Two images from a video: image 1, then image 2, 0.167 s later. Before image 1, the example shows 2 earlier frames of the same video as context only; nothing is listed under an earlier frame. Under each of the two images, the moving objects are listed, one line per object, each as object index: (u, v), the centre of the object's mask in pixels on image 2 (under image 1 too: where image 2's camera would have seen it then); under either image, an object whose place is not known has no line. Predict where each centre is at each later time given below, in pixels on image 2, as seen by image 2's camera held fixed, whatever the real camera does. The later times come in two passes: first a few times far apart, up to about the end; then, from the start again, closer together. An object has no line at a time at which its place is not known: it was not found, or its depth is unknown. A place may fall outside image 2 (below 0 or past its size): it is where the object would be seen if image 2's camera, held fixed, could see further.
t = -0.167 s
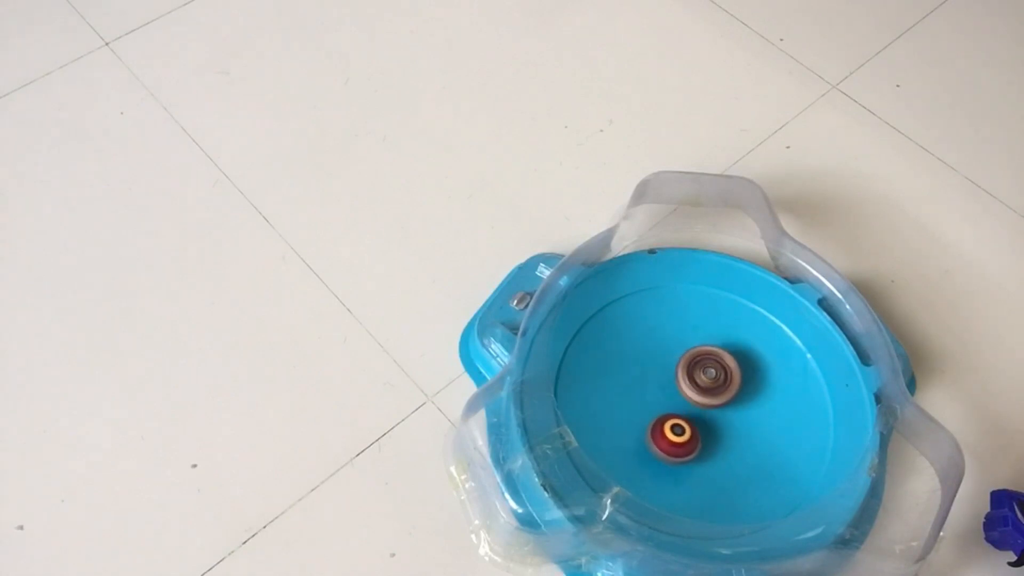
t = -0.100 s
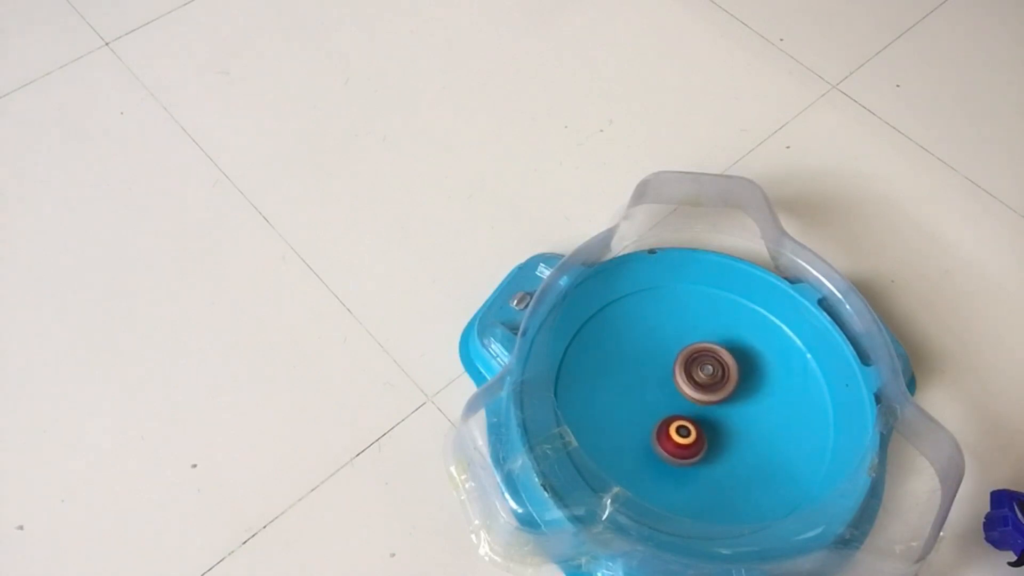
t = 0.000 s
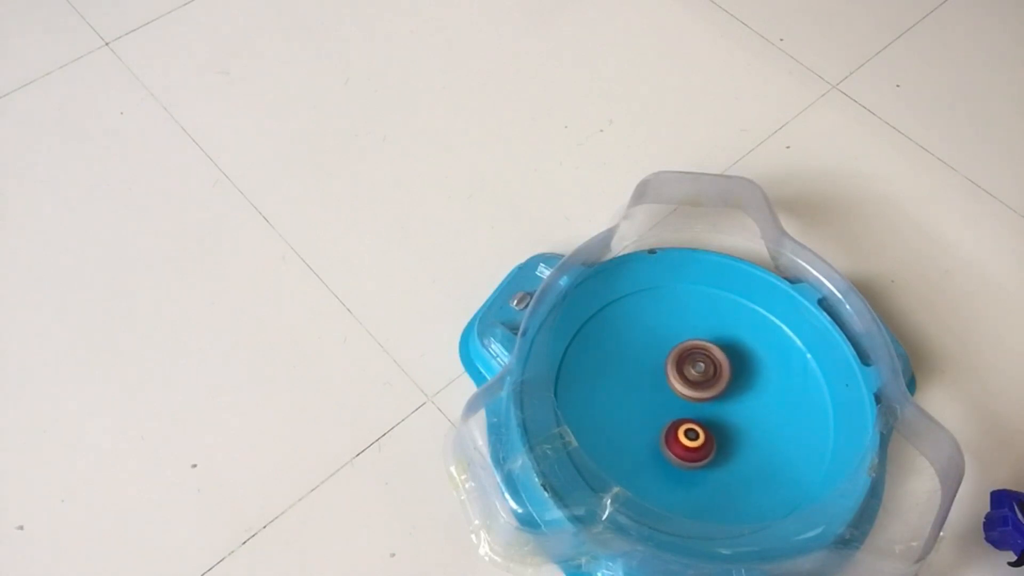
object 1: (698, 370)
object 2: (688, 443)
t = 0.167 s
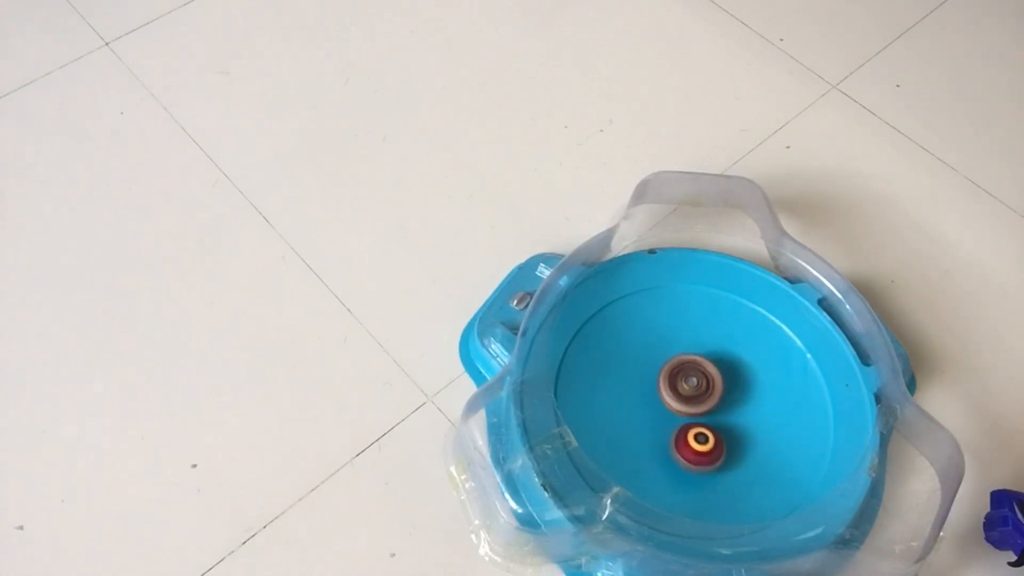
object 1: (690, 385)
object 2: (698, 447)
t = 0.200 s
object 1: (691, 387)
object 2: (700, 449)
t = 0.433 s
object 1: (700, 396)
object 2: (704, 464)
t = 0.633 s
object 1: (707, 398)
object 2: (692, 459)
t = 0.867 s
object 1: (696, 370)
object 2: (655, 468)
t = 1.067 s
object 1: (673, 371)
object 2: (642, 459)
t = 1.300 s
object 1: (673, 352)
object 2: (609, 491)
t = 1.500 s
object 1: (672, 381)
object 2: (613, 420)
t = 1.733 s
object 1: (721, 385)
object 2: (618, 386)
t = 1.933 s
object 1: (727, 376)
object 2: (661, 363)
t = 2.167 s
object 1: (730, 382)
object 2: (659, 345)
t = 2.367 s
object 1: (730, 404)
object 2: (691, 343)
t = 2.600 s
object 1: (742, 426)
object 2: (709, 354)
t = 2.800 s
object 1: (743, 434)
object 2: (711, 369)
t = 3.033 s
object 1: (730, 436)
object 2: (697, 366)
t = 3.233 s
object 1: (698, 430)
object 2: (697, 376)
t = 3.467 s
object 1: (661, 433)
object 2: (686, 381)
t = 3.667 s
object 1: (649, 436)
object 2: (673, 387)
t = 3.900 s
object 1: (648, 433)
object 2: (674, 362)
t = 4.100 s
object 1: (657, 433)
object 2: (718, 327)
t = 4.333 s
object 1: (673, 406)
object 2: (732, 367)
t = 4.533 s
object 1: (647, 390)
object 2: (794, 377)
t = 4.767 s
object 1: (652, 399)
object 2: (790, 425)
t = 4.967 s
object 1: (678, 393)
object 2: (738, 449)
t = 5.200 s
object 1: (689, 368)
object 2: (687, 428)
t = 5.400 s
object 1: (682, 358)
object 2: (667, 448)
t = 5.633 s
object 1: (686, 381)
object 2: (652, 430)
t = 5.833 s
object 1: (706, 386)
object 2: (645, 419)
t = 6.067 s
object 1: (721, 394)
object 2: (652, 404)
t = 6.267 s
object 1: (729, 398)
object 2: (641, 395)
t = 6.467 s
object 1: (719, 401)
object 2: (653, 387)
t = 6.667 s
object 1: (756, 418)
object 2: (555, 328)
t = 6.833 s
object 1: (745, 408)
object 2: (587, 333)
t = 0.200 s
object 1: (691, 387)
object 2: (700, 449)
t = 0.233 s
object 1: (691, 390)
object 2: (702, 451)
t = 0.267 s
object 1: (692, 391)
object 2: (704, 455)
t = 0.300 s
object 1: (694, 393)
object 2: (705, 457)
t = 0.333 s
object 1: (695, 395)
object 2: (705, 458)
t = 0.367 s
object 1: (697, 397)
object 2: (705, 459)
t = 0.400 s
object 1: (698, 396)
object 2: (705, 463)
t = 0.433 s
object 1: (700, 396)
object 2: (704, 464)
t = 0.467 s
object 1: (701, 397)
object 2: (703, 465)
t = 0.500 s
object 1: (703, 398)
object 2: (701, 465)
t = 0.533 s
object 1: (704, 398)
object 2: (699, 463)
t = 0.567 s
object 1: (706, 399)
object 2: (697, 462)
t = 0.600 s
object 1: (706, 399)
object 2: (694, 460)
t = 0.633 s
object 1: (707, 398)
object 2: (692, 459)
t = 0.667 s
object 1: (709, 391)
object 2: (685, 470)
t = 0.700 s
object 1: (710, 386)
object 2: (679, 478)
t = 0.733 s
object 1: (710, 381)
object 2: (673, 482)
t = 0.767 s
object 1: (709, 377)
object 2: (668, 480)
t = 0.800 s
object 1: (706, 375)
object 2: (664, 477)
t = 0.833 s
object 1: (702, 372)
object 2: (659, 473)
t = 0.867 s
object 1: (696, 370)
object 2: (655, 468)
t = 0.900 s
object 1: (691, 370)
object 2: (653, 462)
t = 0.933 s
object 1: (685, 372)
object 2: (651, 457)
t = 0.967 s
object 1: (679, 374)
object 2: (650, 450)
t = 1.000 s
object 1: (674, 377)
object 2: (650, 444)
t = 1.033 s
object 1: (670, 380)
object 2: (650, 440)
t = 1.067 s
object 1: (673, 371)
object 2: (642, 459)
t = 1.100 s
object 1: (677, 361)
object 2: (632, 485)
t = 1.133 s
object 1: (680, 354)
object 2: (623, 507)
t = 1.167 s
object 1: (681, 350)
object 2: (618, 518)
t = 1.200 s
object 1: (681, 348)
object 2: (613, 528)
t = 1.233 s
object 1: (680, 348)
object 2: (612, 517)
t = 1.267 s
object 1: (677, 350)
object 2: (609, 506)
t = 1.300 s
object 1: (673, 352)
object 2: (609, 491)
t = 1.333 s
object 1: (669, 356)
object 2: (608, 474)
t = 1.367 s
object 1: (666, 361)
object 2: (609, 463)
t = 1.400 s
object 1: (664, 367)
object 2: (612, 447)
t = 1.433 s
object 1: (663, 373)
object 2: (616, 434)
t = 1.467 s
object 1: (664, 379)
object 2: (620, 421)
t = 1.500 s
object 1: (672, 381)
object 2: (613, 420)
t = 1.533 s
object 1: (682, 382)
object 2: (604, 421)
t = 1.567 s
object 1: (691, 383)
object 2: (600, 419)
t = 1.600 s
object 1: (699, 385)
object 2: (600, 414)
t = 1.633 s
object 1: (705, 386)
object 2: (603, 407)
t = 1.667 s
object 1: (711, 385)
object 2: (607, 400)
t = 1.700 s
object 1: (717, 385)
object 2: (612, 393)
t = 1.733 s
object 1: (721, 385)
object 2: (618, 386)
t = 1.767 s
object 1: (724, 385)
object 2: (625, 381)
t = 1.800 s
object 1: (725, 383)
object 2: (632, 377)
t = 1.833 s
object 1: (726, 382)
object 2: (640, 372)
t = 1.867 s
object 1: (726, 380)
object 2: (648, 368)
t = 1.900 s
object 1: (726, 377)
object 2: (657, 366)
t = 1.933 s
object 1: (727, 376)
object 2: (661, 363)
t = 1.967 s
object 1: (734, 377)
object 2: (650, 357)
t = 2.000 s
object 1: (737, 378)
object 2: (643, 352)
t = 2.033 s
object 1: (738, 379)
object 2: (640, 349)
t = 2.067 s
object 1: (736, 380)
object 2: (640, 347)
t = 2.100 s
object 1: (734, 381)
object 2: (645, 346)
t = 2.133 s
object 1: (732, 381)
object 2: (651, 345)
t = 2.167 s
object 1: (730, 382)
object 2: (659, 345)
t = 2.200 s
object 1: (729, 384)
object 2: (667, 345)
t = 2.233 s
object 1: (727, 386)
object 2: (675, 346)
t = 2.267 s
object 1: (726, 389)
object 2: (682, 347)
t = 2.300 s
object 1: (726, 393)
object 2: (688, 347)
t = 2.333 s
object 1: (726, 396)
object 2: (692, 348)
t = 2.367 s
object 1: (730, 404)
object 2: (691, 343)
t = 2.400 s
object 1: (732, 410)
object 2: (690, 339)
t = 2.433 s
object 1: (734, 414)
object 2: (691, 338)
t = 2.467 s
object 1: (736, 417)
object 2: (694, 339)
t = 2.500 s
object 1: (738, 420)
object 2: (697, 342)
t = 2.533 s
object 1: (739, 423)
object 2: (701, 345)
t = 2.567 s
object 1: (741, 425)
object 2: (705, 350)
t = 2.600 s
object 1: (742, 426)
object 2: (709, 354)
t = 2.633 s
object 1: (742, 427)
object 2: (712, 359)
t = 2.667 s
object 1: (743, 428)
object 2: (715, 364)
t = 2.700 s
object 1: (742, 429)
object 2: (717, 370)
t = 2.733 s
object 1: (742, 429)
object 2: (717, 375)
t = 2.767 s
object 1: (741, 430)
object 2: (716, 375)
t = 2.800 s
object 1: (743, 434)
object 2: (711, 369)
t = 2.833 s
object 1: (743, 436)
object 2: (704, 365)
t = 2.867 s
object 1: (742, 438)
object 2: (700, 363)
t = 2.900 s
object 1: (741, 438)
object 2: (698, 362)
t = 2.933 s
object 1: (739, 439)
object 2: (696, 363)
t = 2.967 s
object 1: (737, 438)
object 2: (696, 364)
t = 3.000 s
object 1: (734, 437)
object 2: (696, 365)
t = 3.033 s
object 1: (730, 436)
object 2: (697, 366)
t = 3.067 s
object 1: (726, 435)
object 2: (698, 368)
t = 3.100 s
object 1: (721, 433)
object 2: (698, 369)
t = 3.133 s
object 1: (716, 432)
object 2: (698, 371)
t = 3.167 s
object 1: (711, 431)
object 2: (698, 373)
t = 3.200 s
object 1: (704, 430)
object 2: (698, 375)
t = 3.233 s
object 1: (698, 430)
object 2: (697, 376)
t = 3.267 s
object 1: (692, 431)
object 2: (696, 376)
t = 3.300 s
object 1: (686, 431)
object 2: (695, 376)
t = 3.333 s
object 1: (680, 431)
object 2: (693, 377)
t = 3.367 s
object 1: (675, 431)
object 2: (692, 377)
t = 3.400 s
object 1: (670, 432)
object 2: (690, 378)
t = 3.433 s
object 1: (665, 432)
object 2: (688, 380)
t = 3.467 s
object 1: (661, 433)
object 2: (686, 381)
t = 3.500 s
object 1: (658, 434)
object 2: (683, 383)
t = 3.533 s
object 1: (655, 435)
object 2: (681, 385)
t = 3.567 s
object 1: (653, 436)
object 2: (679, 386)
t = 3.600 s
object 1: (651, 436)
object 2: (677, 387)
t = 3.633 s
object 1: (650, 436)
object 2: (675, 387)
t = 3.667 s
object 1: (649, 436)
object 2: (673, 387)
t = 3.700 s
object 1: (648, 435)
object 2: (671, 388)
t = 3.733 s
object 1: (648, 434)
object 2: (669, 387)
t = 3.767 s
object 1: (648, 434)
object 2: (669, 385)
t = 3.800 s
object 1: (648, 433)
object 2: (668, 383)
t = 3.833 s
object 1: (649, 431)
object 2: (668, 381)
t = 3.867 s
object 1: (650, 429)
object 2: (668, 379)
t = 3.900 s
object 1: (648, 433)
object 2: (674, 362)
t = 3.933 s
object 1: (648, 436)
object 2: (683, 346)
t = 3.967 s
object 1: (648, 437)
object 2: (691, 333)
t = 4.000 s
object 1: (650, 437)
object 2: (700, 325)
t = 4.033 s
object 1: (652, 436)
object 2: (706, 322)
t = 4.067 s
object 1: (654, 435)
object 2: (712, 323)
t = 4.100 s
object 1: (657, 433)
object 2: (718, 327)
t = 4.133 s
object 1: (660, 430)
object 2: (722, 332)
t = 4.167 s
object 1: (663, 427)
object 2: (725, 337)
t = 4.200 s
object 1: (665, 424)
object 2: (728, 343)
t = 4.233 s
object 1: (668, 420)
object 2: (729, 349)
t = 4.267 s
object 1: (670, 417)
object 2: (731, 355)
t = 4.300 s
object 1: (672, 412)
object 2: (732, 360)
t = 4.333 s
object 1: (673, 406)
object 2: (732, 367)
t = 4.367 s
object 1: (674, 401)
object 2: (731, 373)
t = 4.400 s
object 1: (675, 397)
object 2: (732, 378)
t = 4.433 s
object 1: (674, 393)
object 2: (734, 383)
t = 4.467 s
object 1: (662, 392)
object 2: (758, 379)
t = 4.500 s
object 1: (653, 391)
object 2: (779, 377)
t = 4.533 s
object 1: (647, 390)
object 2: (794, 377)
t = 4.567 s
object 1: (643, 390)
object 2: (804, 380)
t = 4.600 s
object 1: (641, 391)
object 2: (809, 385)
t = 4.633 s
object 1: (640, 392)
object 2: (809, 392)
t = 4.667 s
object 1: (641, 394)
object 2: (806, 400)
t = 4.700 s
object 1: (644, 396)
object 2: (803, 408)
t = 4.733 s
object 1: (648, 398)
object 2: (796, 417)
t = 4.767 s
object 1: (652, 399)
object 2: (790, 425)
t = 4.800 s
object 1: (657, 401)
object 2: (784, 433)
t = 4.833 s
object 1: (662, 402)
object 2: (776, 439)
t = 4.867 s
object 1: (667, 401)
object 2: (767, 445)
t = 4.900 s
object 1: (671, 399)
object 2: (757, 448)
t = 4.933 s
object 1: (675, 397)
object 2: (748, 450)
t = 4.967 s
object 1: (678, 393)
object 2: (738, 449)
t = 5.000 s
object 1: (681, 389)
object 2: (728, 448)
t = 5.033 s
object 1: (685, 384)
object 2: (718, 446)
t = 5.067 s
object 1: (688, 379)
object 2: (710, 443)
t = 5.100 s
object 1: (690, 375)
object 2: (702, 440)
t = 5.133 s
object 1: (690, 372)
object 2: (696, 436)
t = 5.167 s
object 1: (690, 369)
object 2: (690, 432)
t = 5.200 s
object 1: (689, 368)
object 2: (687, 428)
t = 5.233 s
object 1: (687, 364)
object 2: (684, 433)
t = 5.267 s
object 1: (686, 359)
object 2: (680, 443)
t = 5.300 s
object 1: (684, 356)
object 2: (678, 449)
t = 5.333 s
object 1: (683, 355)
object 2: (675, 451)
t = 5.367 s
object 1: (682, 356)
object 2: (671, 450)
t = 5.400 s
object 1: (682, 358)
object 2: (667, 448)
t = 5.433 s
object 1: (682, 361)
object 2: (663, 445)
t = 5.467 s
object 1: (682, 364)
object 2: (660, 443)
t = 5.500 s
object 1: (681, 368)
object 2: (657, 440)
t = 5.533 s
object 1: (682, 372)
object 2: (655, 437)
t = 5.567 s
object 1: (683, 375)
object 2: (654, 435)
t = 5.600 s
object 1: (685, 379)
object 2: (653, 432)
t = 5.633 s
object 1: (686, 381)
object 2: (652, 430)
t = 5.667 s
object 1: (689, 384)
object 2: (650, 428)
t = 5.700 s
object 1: (692, 385)
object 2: (648, 427)
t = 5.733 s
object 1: (696, 385)
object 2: (647, 426)
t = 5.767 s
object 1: (699, 386)
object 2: (646, 424)
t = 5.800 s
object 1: (703, 386)
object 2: (646, 421)
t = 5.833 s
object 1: (706, 386)
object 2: (645, 419)
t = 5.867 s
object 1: (710, 387)
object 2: (645, 416)
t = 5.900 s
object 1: (713, 388)
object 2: (645, 414)
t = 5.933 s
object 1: (716, 389)
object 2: (646, 412)
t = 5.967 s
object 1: (719, 390)
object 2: (647, 410)
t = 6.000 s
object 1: (720, 391)
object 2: (649, 408)
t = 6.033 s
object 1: (721, 393)
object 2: (650, 406)
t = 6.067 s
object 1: (721, 394)
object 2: (652, 404)
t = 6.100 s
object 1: (720, 395)
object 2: (654, 403)
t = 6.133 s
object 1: (720, 396)
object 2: (656, 401)
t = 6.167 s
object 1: (721, 397)
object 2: (655, 400)
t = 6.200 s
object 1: (725, 398)
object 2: (646, 398)
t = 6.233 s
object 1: (728, 398)
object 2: (642, 397)
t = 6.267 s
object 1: (729, 398)
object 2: (641, 395)
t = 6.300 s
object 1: (729, 399)
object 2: (642, 394)
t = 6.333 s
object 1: (728, 399)
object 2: (643, 393)
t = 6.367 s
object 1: (726, 399)
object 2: (646, 391)
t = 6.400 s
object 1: (724, 400)
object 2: (648, 389)
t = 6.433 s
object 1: (722, 400)
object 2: (651, 388)
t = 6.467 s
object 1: (719, 401)
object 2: (653, 387)
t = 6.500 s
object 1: (717, 402)
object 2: (655, 386)
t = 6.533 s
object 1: (724, 407)
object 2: (639, 377)
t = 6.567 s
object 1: (738, 413)
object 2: (607, 361)
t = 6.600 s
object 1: (747, 417)
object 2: (581, 347)
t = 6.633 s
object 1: (753, 418)
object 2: (566, 335)
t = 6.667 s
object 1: (756, 418)
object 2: (555, 328)
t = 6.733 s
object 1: (756, 415)
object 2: (562, 329)
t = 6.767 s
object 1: (753, 413)
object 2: (569, 329)
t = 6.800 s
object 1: (750, 411)
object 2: (578, 331)
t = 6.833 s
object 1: (745, 408)
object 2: (587, 333)
